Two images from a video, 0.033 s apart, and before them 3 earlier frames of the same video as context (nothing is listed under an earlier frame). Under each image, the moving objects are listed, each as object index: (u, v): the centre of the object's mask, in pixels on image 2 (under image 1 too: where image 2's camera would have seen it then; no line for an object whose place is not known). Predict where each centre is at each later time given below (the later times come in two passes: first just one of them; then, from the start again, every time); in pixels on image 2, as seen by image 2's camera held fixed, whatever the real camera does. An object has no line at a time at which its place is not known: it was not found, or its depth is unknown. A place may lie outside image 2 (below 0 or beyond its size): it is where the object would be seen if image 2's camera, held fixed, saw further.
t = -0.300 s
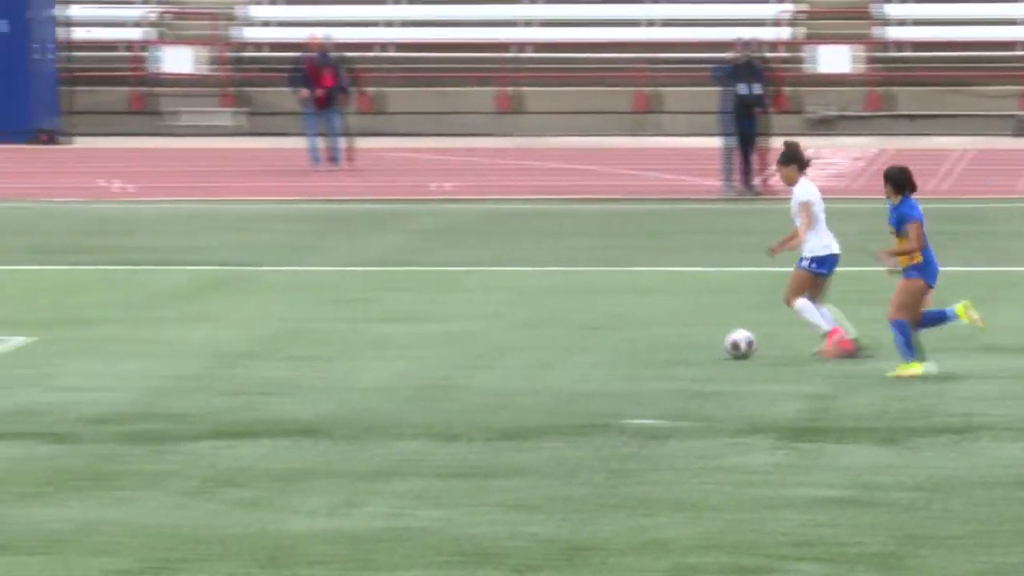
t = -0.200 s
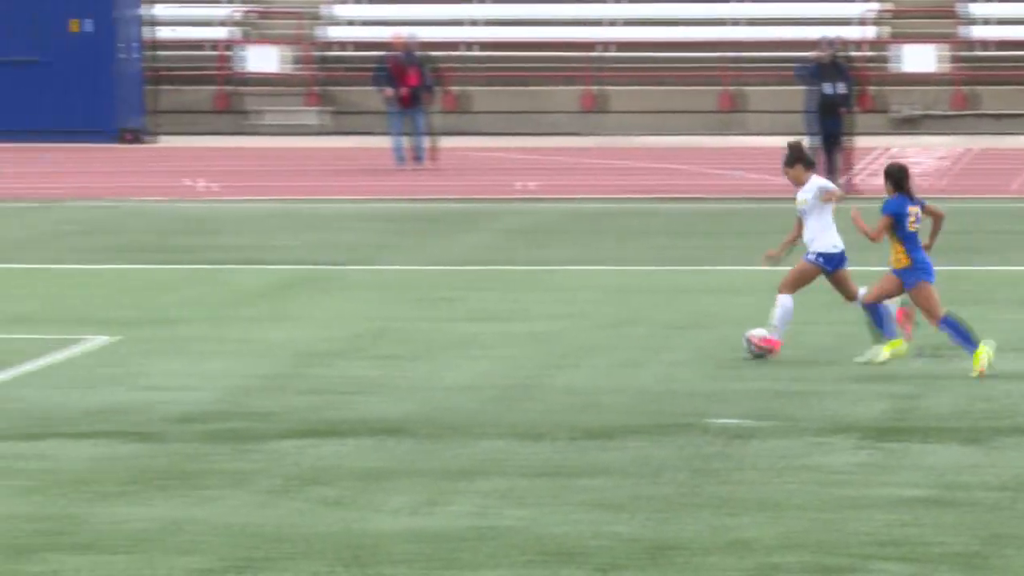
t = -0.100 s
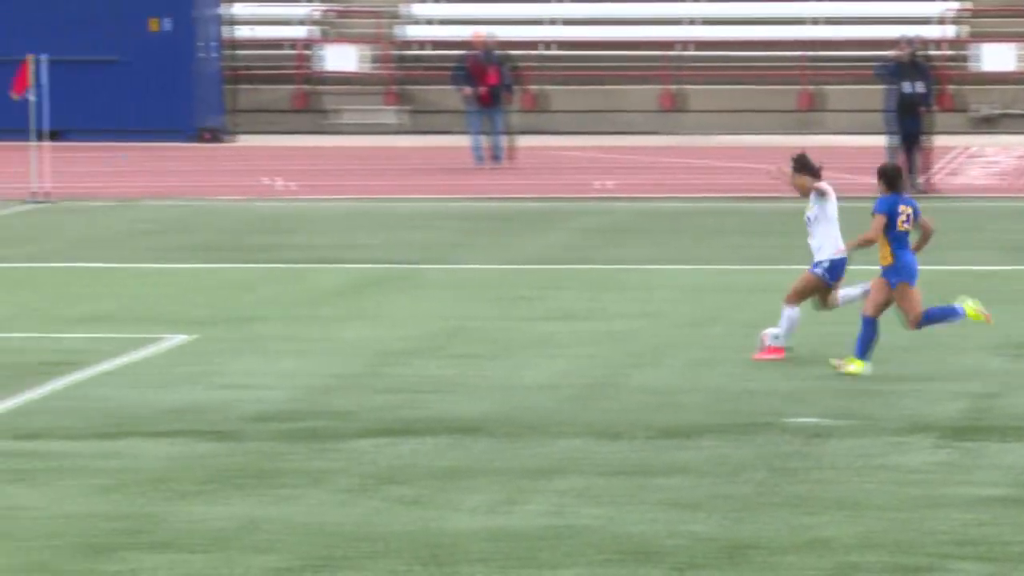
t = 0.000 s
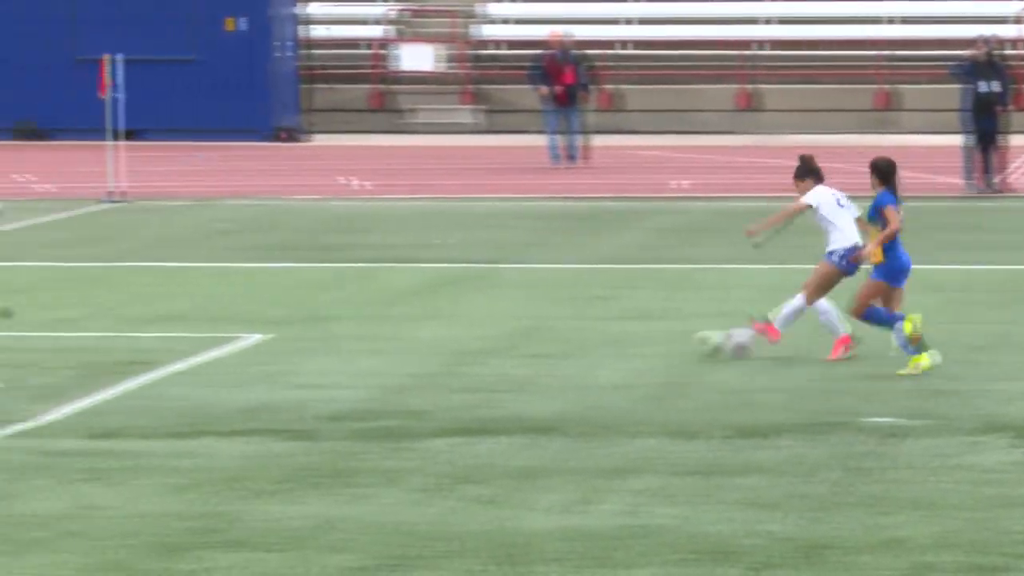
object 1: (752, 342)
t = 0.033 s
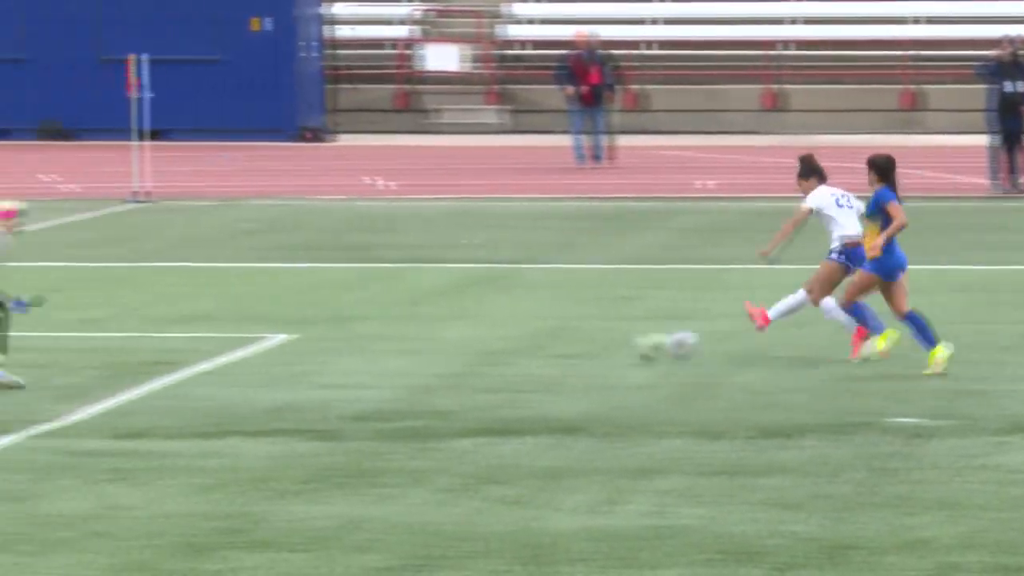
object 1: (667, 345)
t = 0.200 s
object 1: (263, 359)
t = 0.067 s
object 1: (582, 349)
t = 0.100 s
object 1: (499, 355)
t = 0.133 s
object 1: (418, 357)
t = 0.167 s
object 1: (340, 358)
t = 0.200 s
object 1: (263, 359)
